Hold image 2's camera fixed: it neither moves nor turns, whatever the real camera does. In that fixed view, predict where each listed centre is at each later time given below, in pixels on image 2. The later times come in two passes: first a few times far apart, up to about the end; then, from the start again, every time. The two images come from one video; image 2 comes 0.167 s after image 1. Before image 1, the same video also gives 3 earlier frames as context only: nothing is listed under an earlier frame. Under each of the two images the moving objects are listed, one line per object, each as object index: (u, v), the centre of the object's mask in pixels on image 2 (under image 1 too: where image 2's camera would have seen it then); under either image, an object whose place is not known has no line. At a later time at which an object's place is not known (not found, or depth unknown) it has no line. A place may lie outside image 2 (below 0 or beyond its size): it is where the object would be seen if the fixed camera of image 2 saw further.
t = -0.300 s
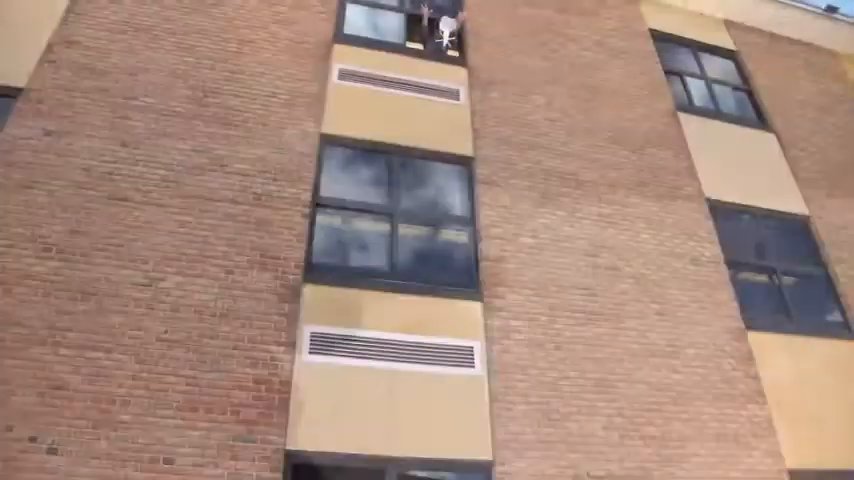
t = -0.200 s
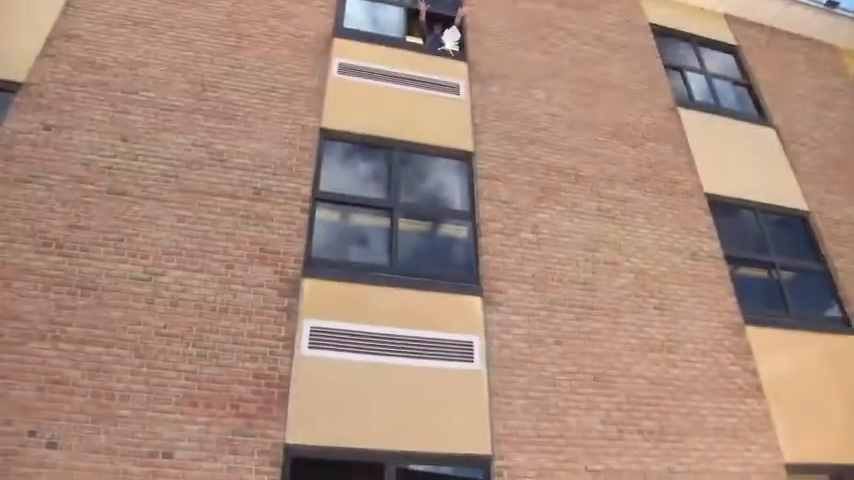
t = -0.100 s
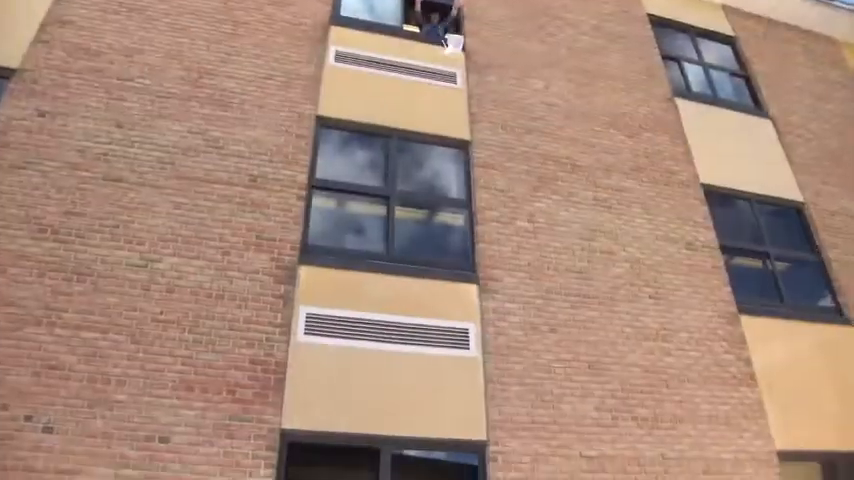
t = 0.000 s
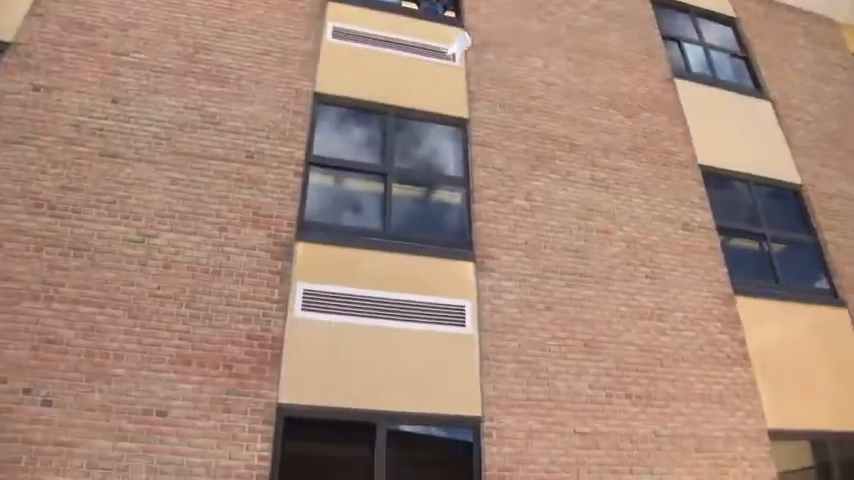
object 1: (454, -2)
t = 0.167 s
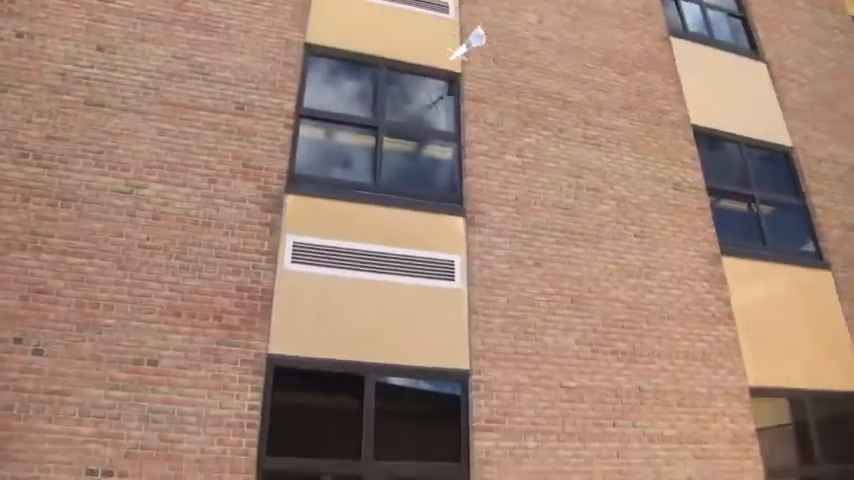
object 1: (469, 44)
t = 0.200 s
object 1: (474, 55)
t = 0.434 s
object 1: (517, 144)
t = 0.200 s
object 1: (474, 55)
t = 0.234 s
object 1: (478, 67)
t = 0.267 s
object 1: (482, 79)
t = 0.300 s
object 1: (487, 91)
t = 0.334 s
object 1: (493, 104)
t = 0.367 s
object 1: (501, 117)
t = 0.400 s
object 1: (509, 130)
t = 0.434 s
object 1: (517, 144)
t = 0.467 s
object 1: (523, 159)
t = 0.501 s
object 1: (530, 173)
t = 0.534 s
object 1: (538, 187)
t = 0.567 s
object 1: (546, 203)
